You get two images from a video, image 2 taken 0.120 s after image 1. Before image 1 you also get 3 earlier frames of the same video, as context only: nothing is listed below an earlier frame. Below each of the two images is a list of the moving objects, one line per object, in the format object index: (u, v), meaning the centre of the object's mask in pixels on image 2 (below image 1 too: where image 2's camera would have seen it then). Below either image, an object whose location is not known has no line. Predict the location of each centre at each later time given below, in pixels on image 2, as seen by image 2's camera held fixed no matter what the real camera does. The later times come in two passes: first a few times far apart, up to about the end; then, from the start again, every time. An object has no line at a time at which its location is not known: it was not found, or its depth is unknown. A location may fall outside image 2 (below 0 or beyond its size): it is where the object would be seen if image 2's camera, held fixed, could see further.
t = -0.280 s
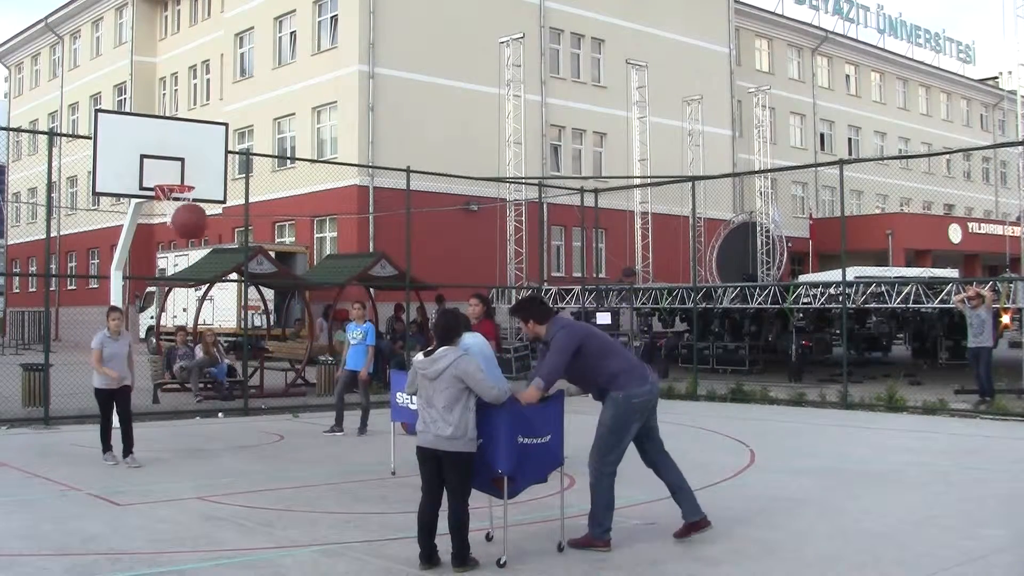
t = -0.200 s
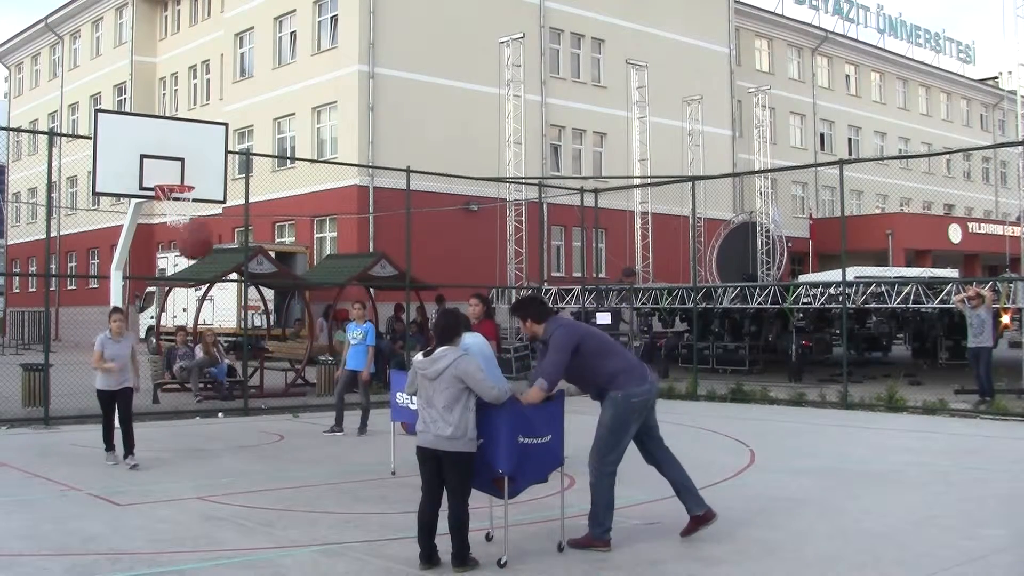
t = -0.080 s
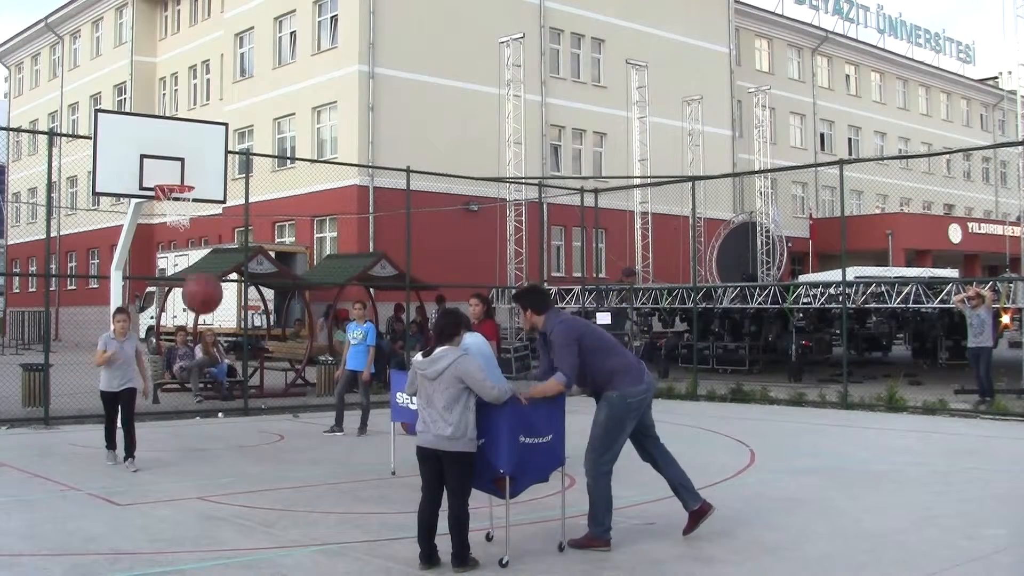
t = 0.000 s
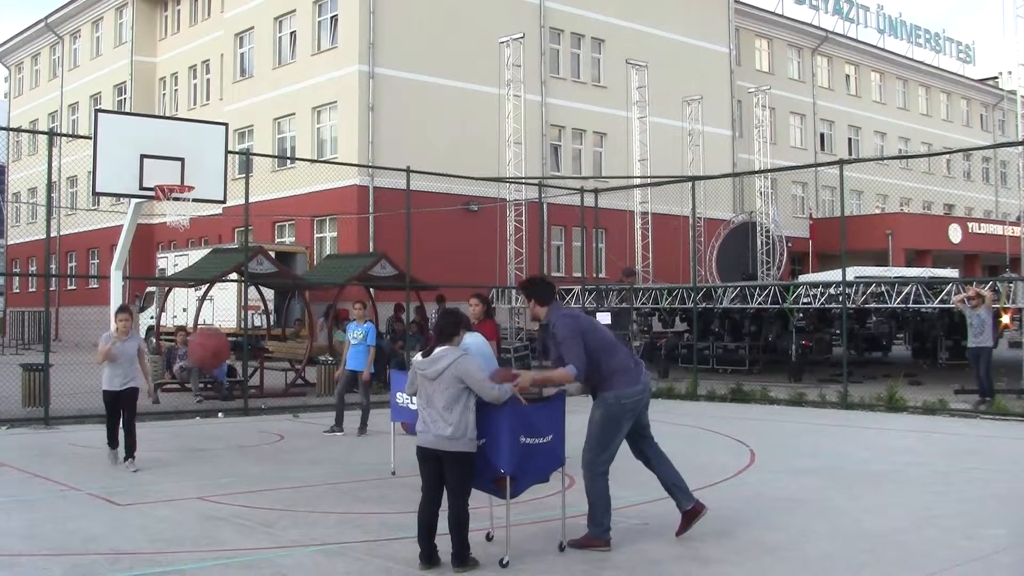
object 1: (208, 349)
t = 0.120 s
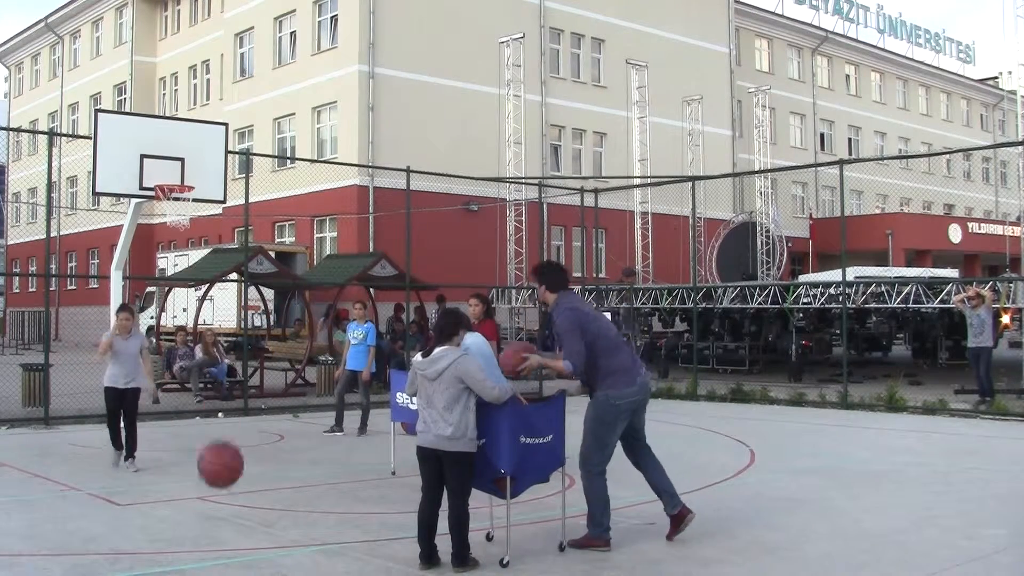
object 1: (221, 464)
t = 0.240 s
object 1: (235, 568)
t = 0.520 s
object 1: (270, 366)
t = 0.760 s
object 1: (321, 280)
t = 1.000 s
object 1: (411, 375)
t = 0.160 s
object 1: (225, 513)
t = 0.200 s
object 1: (230, 561)
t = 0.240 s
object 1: (235, 568)
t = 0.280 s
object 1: (239, 546)
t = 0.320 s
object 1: (242, 512)
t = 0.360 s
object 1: (247, 480)
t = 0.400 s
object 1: (252, 449)
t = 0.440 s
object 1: (258, 419)
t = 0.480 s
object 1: (263, 392)
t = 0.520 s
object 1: (270, 366)
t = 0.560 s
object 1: (277, 345)
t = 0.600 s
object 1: (285, 326)
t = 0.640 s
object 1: (293, 308)
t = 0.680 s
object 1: (303, 295)
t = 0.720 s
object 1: (310, 287)
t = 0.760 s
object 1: (321, 280)
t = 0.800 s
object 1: (334, 280)
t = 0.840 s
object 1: (346, 286)
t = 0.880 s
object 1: (360, 295)
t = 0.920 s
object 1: (376, 314)
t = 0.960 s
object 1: (392, 339)
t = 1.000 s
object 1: (411, 375)
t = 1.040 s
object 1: (433, 422)
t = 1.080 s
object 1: (455, 480)
